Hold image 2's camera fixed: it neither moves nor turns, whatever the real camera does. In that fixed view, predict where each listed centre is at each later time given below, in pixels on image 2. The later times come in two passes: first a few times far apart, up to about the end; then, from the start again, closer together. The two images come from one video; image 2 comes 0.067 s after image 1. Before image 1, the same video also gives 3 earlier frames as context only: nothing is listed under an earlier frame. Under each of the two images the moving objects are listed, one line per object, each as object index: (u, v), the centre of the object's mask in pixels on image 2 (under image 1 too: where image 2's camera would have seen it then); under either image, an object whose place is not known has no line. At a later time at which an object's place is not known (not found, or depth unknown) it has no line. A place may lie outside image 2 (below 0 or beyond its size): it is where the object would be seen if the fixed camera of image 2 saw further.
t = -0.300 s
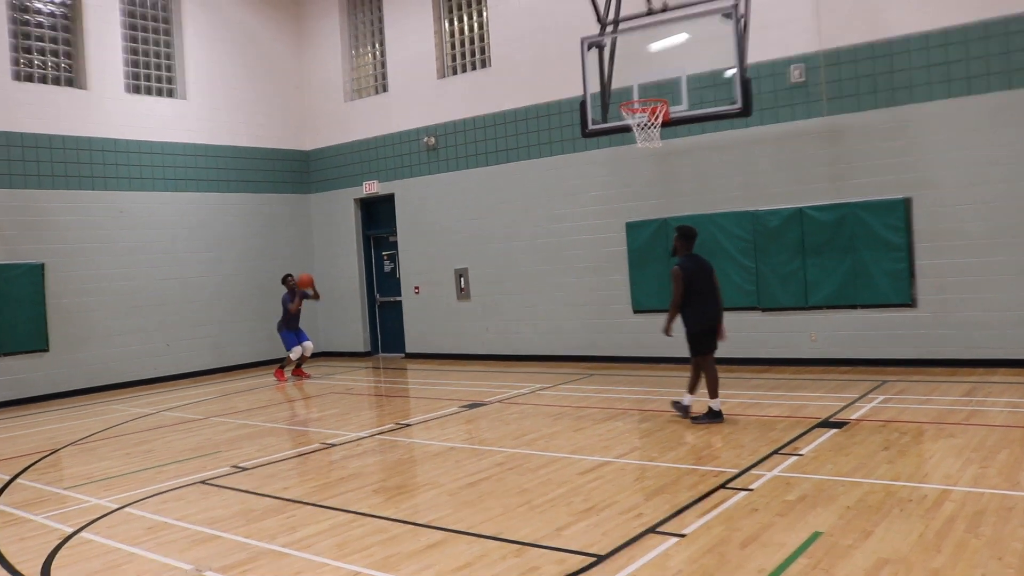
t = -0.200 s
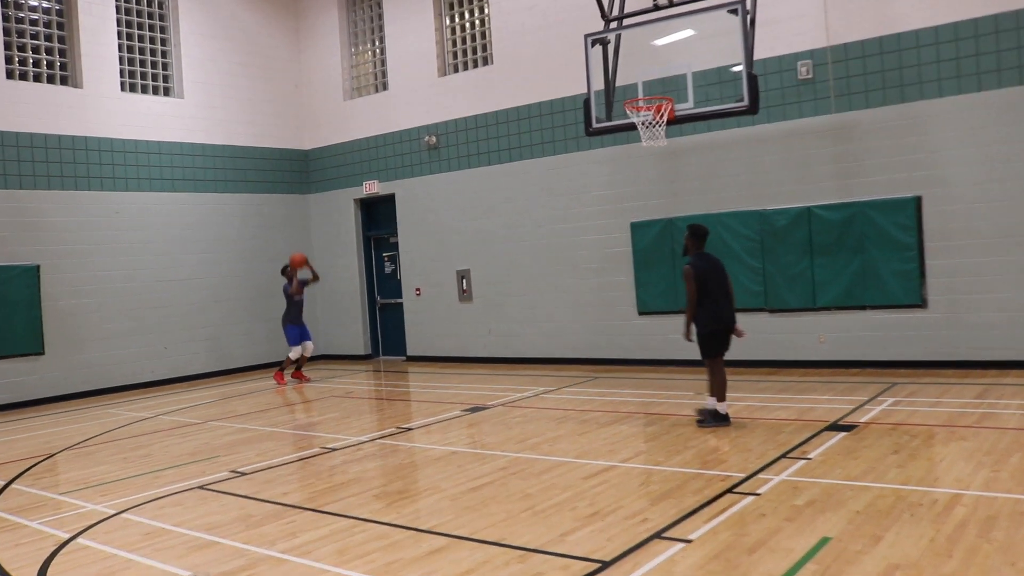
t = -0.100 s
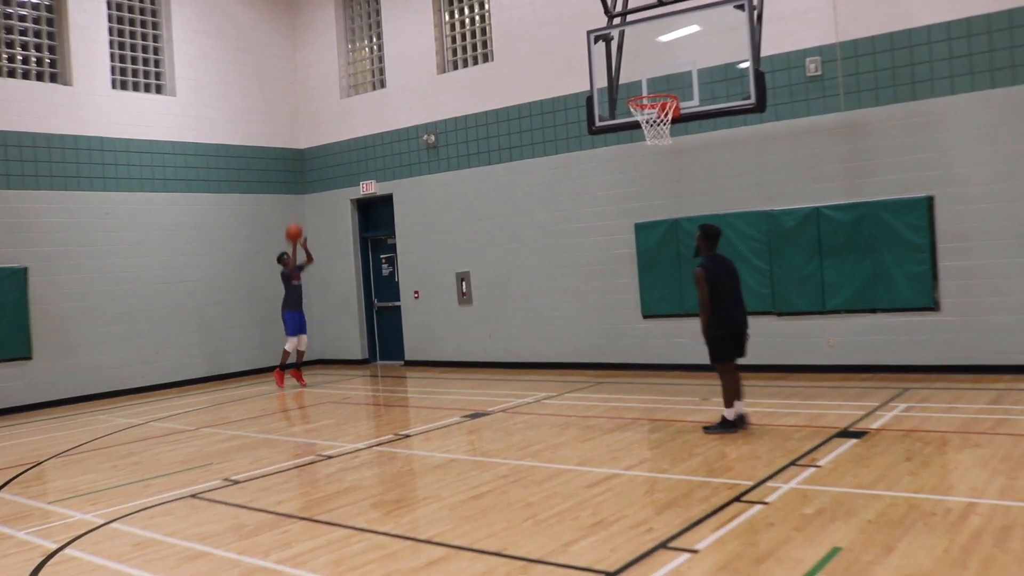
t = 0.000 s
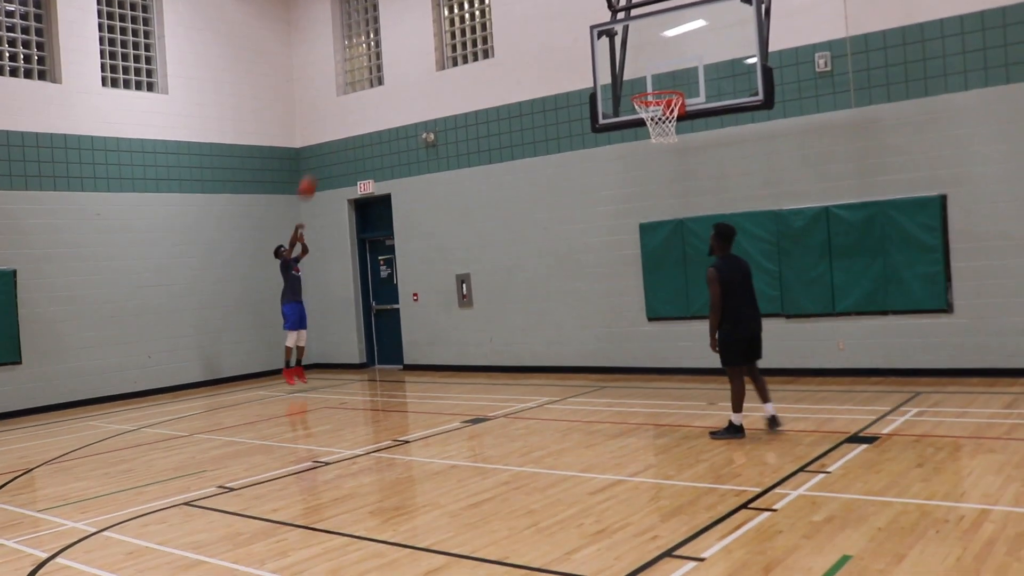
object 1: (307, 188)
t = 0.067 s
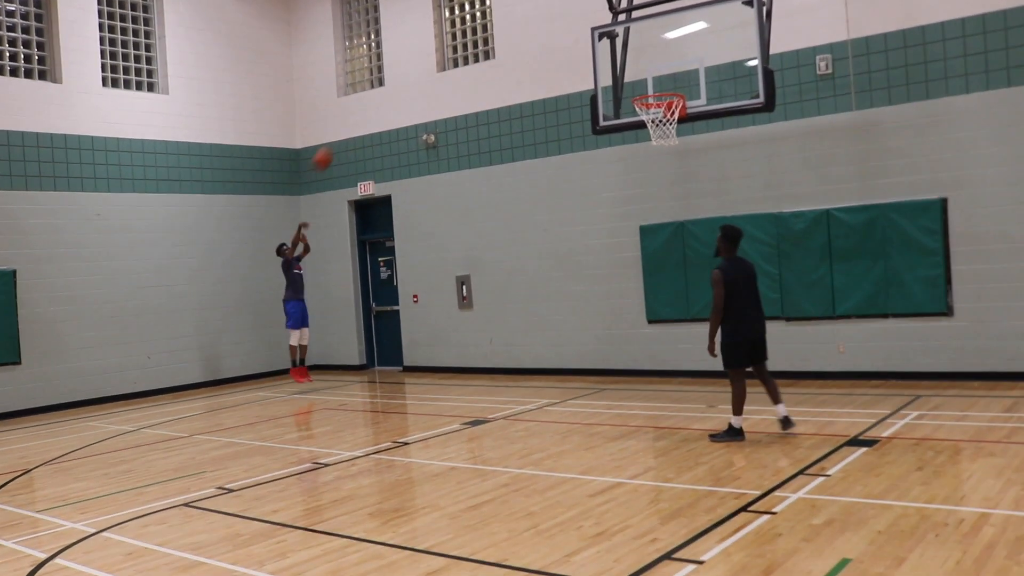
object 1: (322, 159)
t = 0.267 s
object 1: (373, 85)
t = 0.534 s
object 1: (452, 24)
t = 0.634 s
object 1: (485, 14)
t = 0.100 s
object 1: (330, 146)
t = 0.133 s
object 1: (339, 132)
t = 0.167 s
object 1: (347, 120)
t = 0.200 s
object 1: (355, 107)
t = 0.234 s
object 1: (364, 96)
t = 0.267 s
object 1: (373, 85)
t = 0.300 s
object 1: (381, 76)
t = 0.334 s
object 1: (390, 68)
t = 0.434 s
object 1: (421, 41)
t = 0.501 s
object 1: (441, 29)
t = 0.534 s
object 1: (452, 24)
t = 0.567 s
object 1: (462, 19)
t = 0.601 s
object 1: (475, 16)
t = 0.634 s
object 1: (485, 14)
